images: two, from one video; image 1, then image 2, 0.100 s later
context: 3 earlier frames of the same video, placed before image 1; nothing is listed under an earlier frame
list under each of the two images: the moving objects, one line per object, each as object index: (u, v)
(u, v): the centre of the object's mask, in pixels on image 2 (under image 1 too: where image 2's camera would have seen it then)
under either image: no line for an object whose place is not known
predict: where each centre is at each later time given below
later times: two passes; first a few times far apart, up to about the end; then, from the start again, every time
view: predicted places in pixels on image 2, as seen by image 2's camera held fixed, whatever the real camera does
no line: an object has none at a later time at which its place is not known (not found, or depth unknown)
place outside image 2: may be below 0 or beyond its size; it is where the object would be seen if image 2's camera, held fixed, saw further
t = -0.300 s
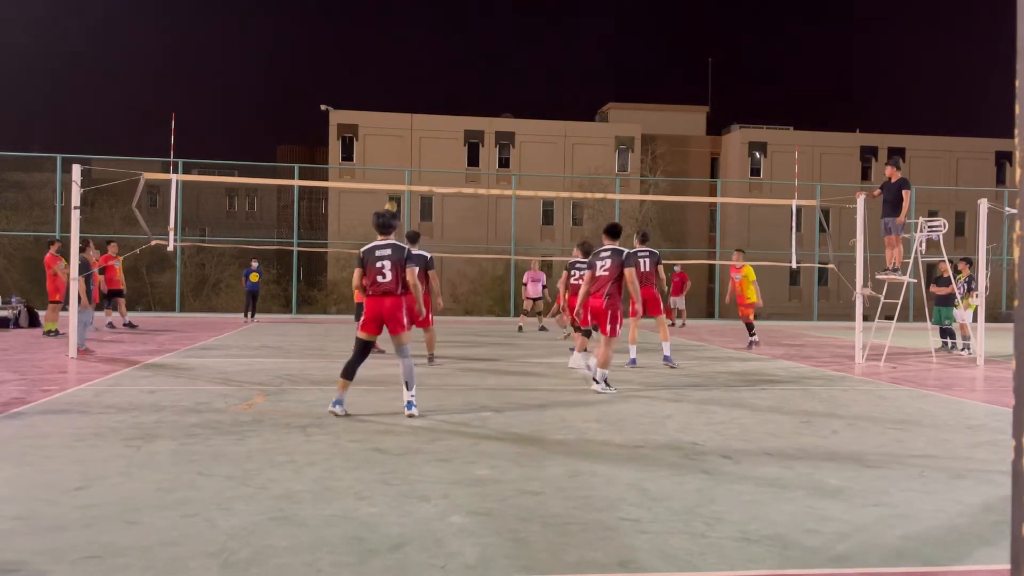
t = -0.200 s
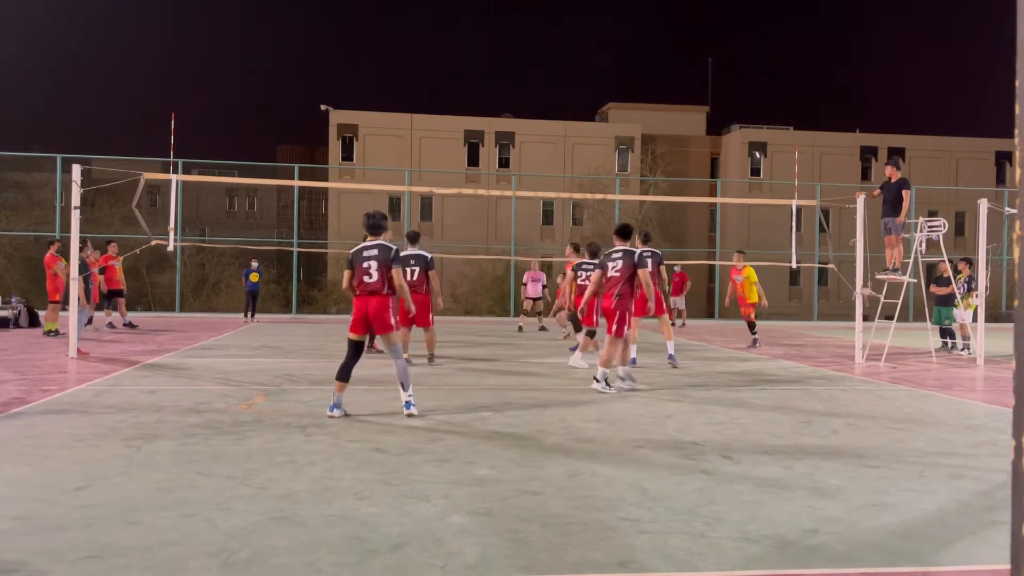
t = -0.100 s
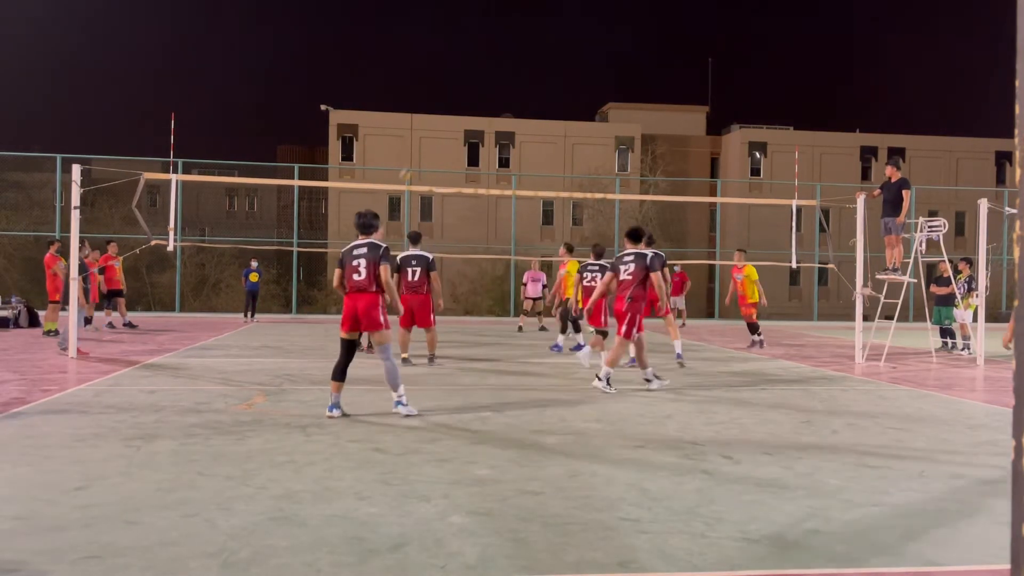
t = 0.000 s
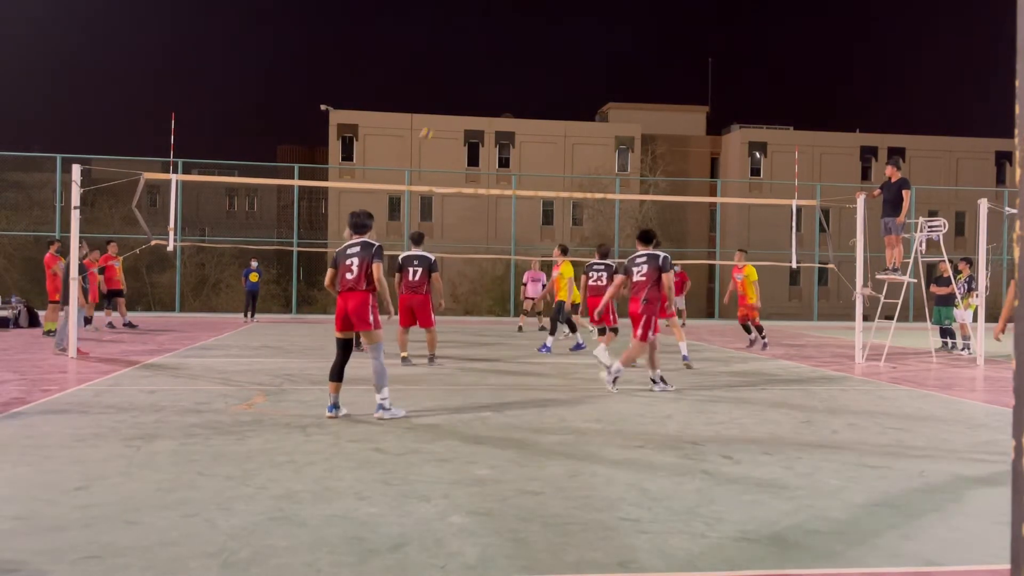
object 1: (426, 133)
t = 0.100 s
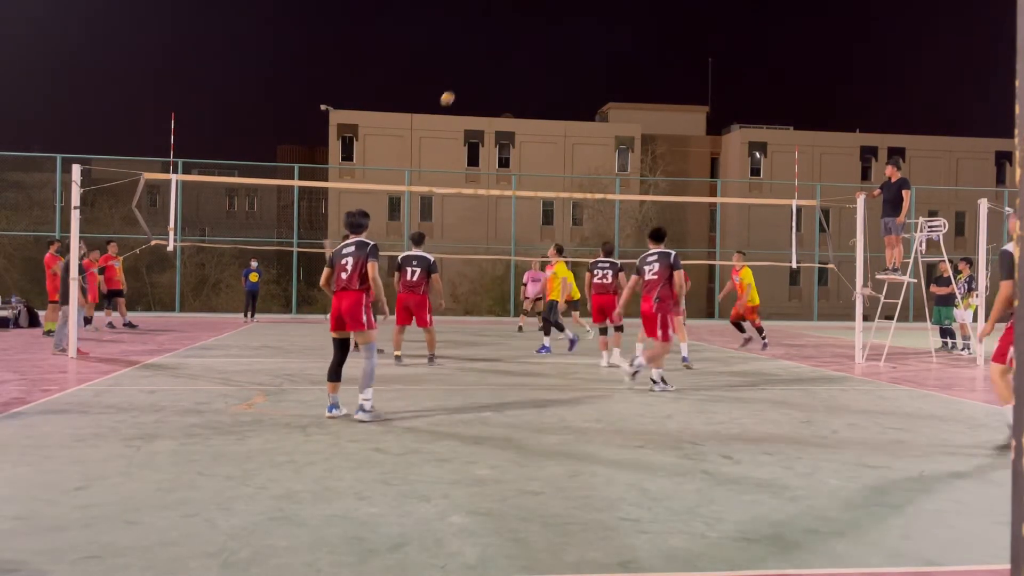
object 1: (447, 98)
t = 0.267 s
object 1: (482, 51)
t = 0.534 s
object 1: (537, 7)
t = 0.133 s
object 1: (455, 87)
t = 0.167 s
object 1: (461, 78)
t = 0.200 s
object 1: (468, 68)
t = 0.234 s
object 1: (475, 59)
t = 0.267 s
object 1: (482, 51)
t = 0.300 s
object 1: (489, 43)
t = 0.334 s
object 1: (495, 36)
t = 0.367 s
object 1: (502, 30)
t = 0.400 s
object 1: (509, 24)
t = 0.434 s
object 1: (516, 19)
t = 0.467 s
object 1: (523, 14)
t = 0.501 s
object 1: (530, 10)
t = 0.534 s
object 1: (537, 7)
